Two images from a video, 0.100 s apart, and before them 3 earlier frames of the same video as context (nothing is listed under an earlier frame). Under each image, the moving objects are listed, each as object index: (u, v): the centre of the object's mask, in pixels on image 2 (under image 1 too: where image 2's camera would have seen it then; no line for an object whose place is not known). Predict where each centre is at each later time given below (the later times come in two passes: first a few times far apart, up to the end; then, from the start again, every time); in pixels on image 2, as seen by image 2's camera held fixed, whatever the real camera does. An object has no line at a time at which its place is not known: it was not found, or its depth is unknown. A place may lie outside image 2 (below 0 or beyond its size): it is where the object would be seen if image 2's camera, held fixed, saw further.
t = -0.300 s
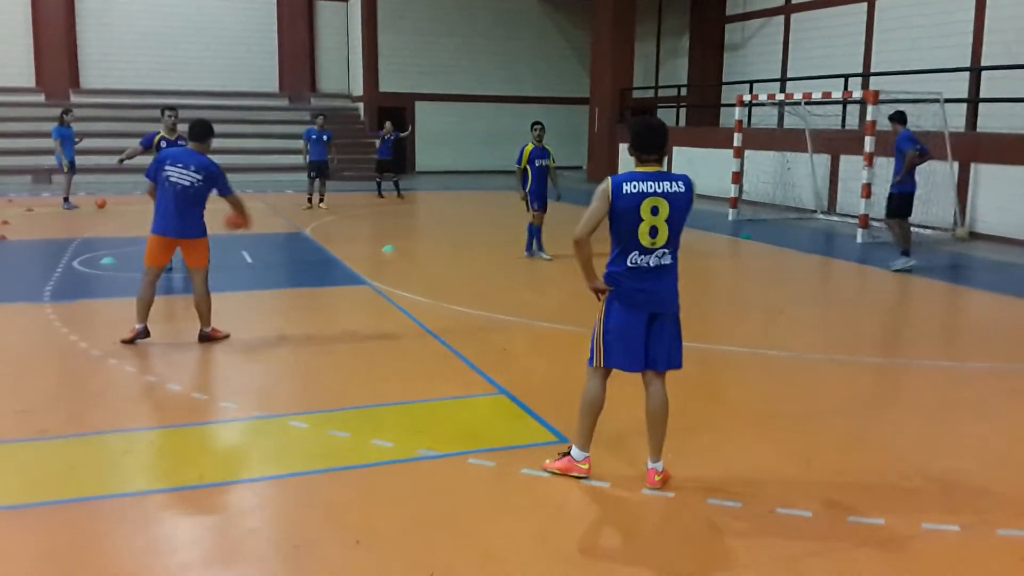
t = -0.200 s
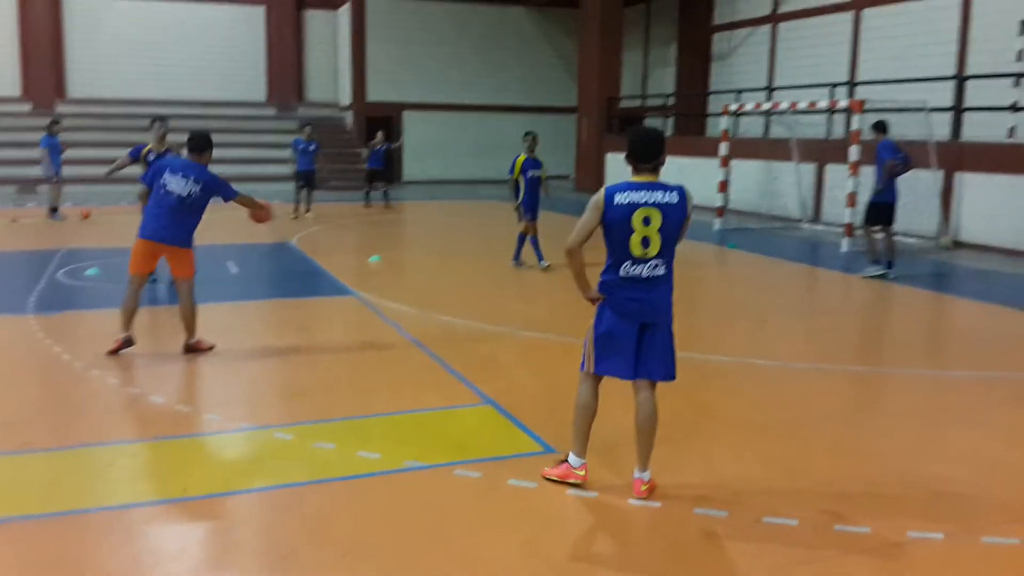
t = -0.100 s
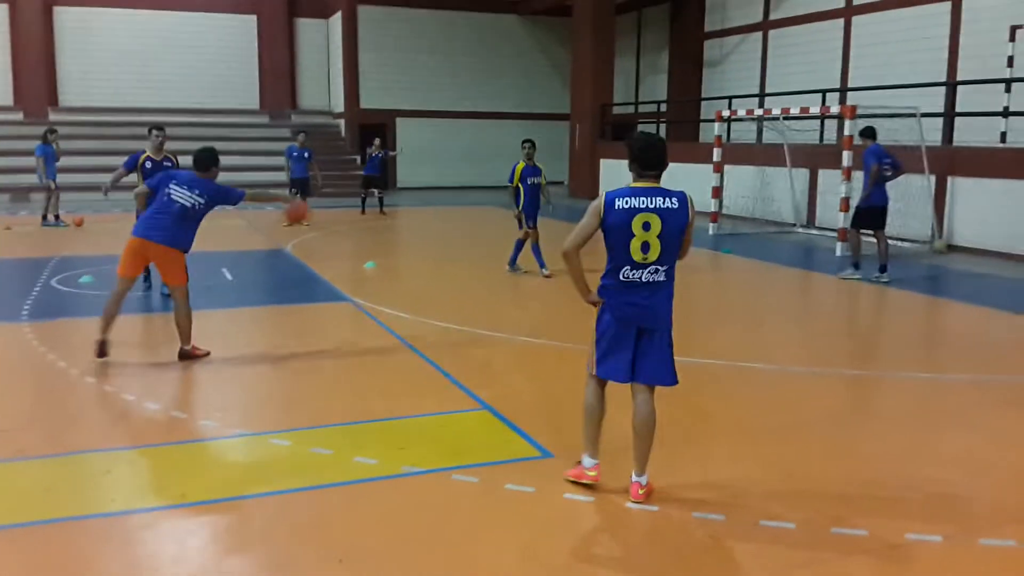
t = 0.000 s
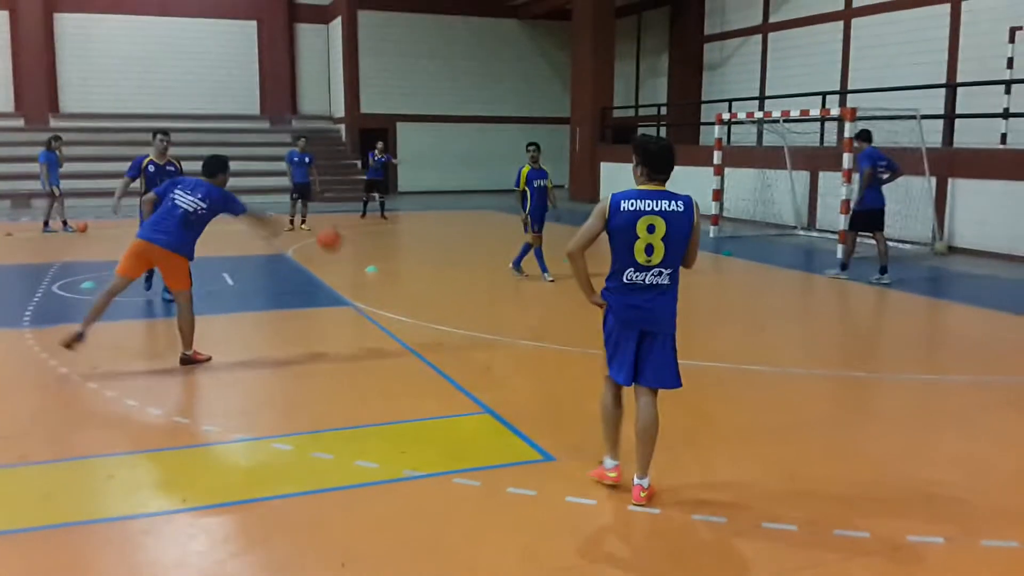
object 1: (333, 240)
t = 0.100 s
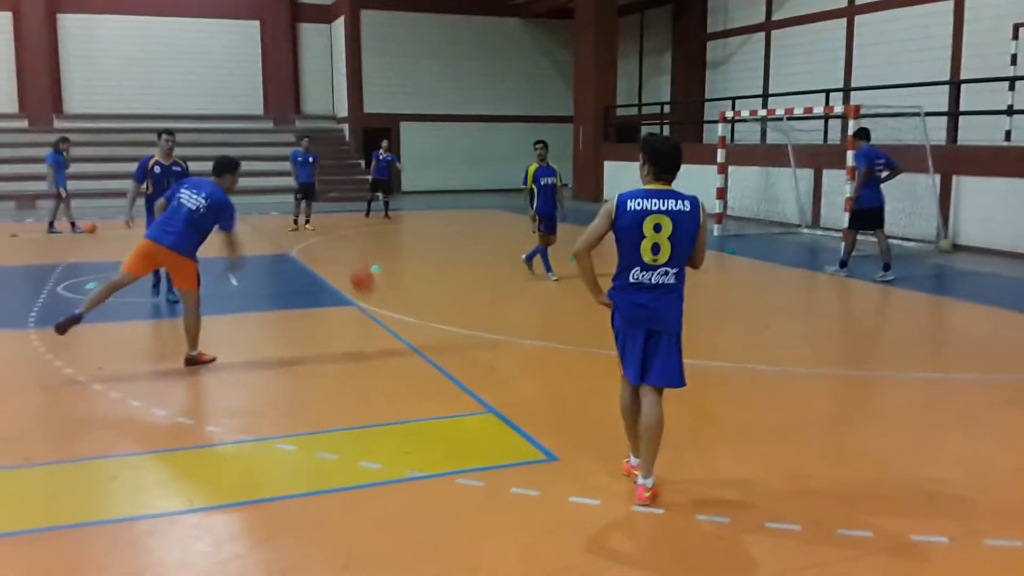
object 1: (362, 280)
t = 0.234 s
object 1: (399, 335)
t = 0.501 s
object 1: (472, 294)
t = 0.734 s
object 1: (543, 331)
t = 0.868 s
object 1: (586, 355)
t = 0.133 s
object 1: (371, 295)
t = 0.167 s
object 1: (380, 311)
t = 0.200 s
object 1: (390, 331)
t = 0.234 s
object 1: (399, 335)
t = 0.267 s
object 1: (408, 326)
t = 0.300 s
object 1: (417, 319)
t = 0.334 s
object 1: (426, 312)
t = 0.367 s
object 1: (435, 305)
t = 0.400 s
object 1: (445, 300)
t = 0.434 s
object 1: (453, 297)
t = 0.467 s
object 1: (463, 295)
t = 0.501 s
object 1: (472, 294)
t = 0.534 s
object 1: (481, 295)
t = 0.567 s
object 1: (491, 297)
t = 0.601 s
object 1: (501, 301)
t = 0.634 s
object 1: (512, 307)
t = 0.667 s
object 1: (524, 314)
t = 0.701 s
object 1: (533, 321)
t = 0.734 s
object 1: (543, 331)
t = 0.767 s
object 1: (553, 343)
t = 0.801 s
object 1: (563, 355)
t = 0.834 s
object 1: (575, 359)
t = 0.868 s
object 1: (586, 355)
